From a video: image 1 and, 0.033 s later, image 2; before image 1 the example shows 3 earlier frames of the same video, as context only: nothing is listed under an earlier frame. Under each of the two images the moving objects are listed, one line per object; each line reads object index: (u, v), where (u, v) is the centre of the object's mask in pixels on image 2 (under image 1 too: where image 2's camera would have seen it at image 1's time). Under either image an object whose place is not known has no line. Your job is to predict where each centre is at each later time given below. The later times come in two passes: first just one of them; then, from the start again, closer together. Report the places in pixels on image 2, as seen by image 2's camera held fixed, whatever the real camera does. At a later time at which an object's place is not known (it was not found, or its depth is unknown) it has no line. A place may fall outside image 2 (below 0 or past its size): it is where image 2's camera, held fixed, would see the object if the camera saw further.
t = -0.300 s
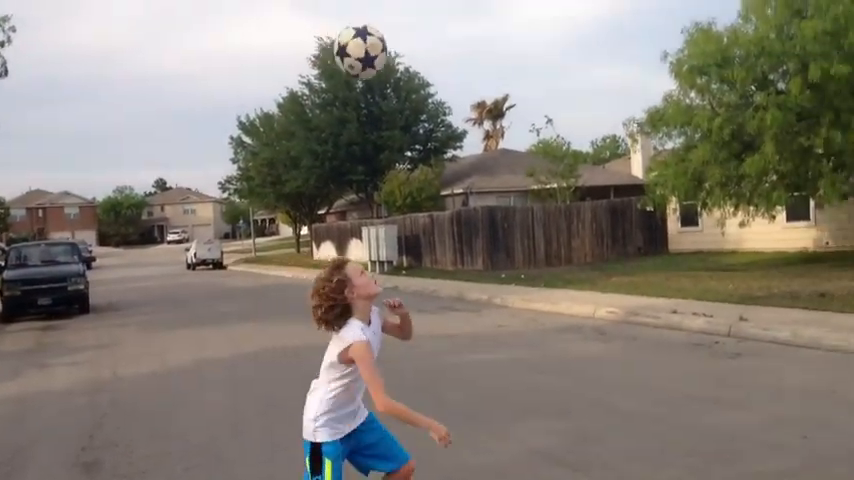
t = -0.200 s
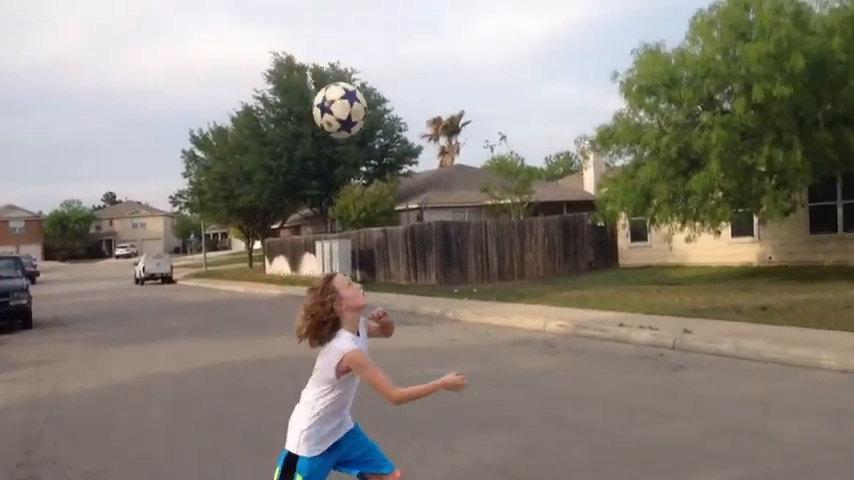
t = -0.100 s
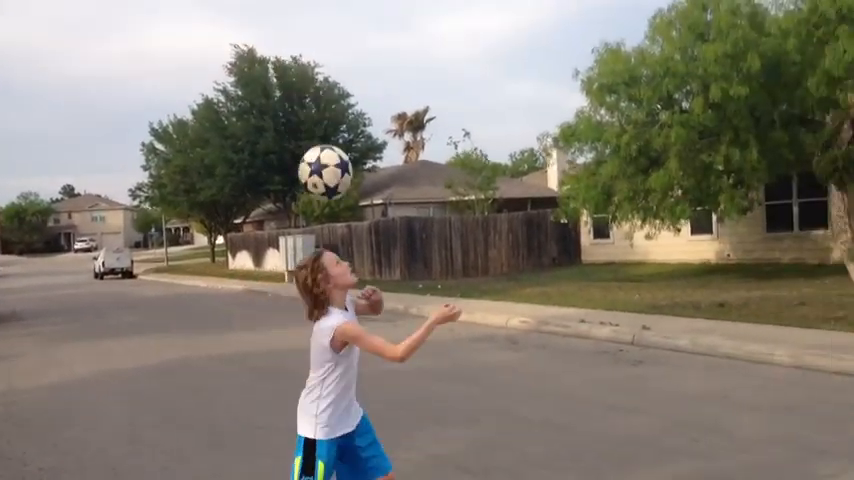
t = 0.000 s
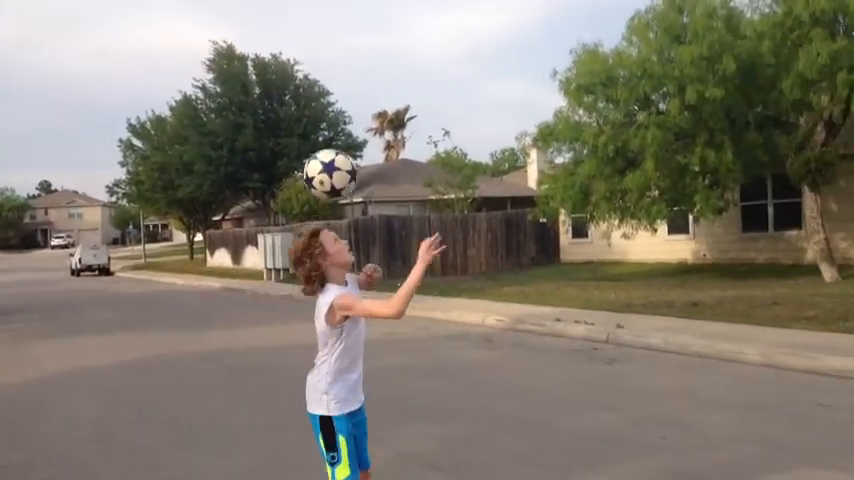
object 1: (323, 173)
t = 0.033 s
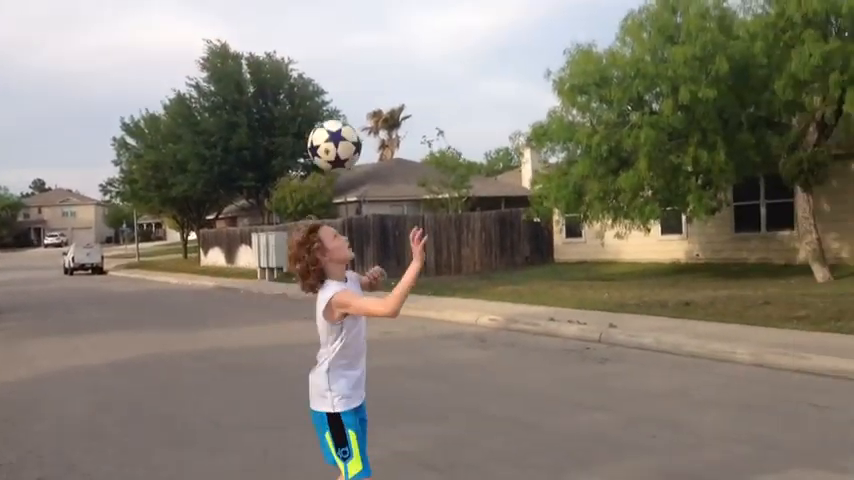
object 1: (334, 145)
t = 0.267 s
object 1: (415, 16)
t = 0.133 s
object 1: (367, 75)
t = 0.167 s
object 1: (379, 56)
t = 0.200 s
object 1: (390, 40)
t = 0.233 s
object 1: (403, 27)
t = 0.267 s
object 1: (415, 16)
